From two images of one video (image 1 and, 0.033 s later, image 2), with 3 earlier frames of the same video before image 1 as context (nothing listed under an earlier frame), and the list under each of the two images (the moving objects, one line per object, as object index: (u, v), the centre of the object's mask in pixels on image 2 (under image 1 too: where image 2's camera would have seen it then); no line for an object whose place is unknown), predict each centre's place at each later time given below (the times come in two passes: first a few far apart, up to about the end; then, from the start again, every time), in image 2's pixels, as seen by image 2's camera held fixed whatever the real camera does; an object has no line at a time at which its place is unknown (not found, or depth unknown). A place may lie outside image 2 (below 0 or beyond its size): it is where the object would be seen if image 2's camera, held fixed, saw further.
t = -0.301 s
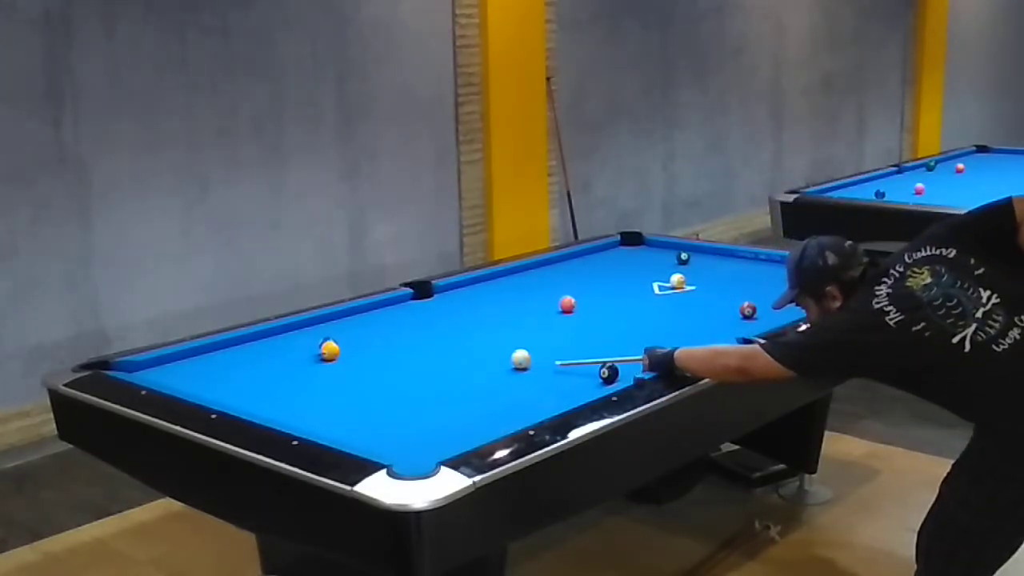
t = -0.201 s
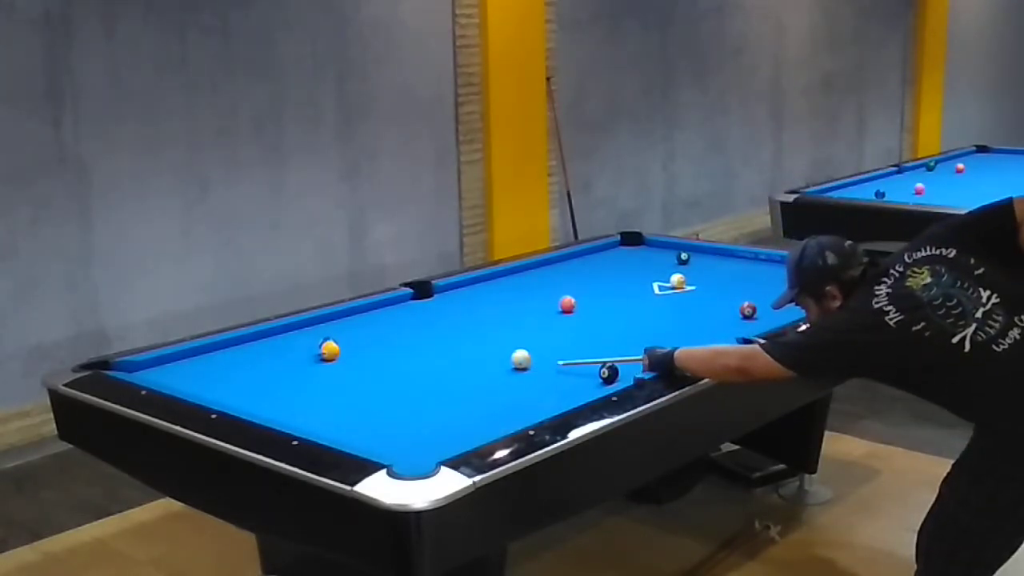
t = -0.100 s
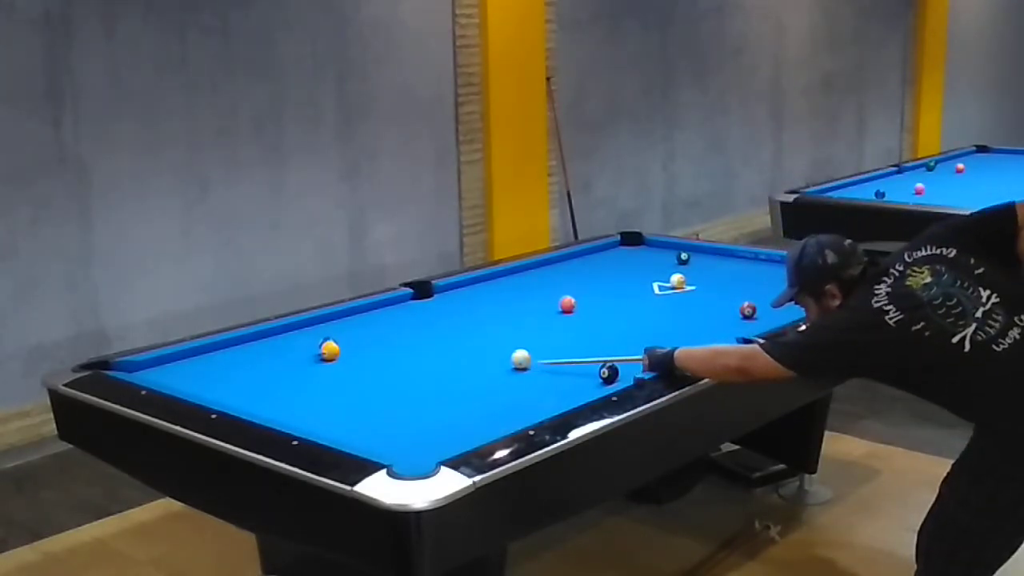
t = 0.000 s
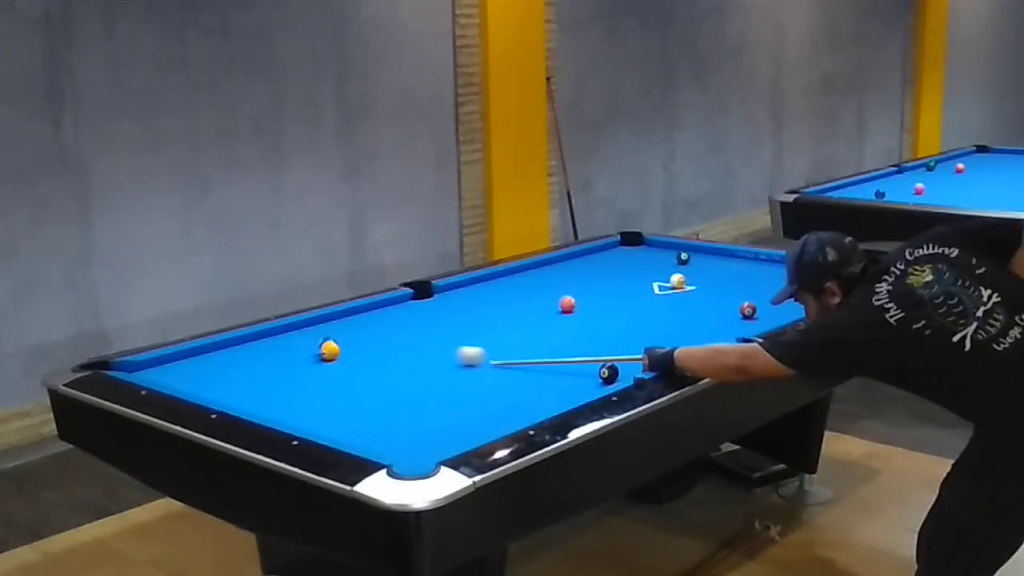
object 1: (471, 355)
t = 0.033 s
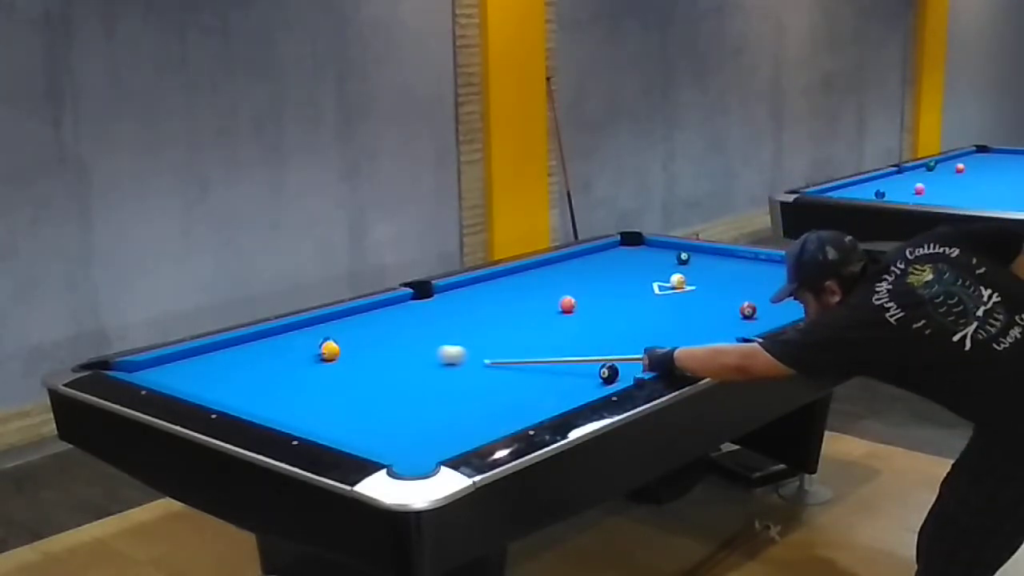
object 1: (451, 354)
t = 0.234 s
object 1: (356, 348)
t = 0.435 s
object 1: (352, 341)
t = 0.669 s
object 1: (361, 333)
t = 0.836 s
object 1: (366, 328)
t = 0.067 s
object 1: (433, 353)
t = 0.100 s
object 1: (416, 352)
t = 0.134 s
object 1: (400, 351)
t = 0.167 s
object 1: (385, 350)
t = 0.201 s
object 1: (370, 349)
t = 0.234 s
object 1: (356, 348)
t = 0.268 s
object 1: (347, 347)
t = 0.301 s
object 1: (346, 346)
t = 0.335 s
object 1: (348, 344)
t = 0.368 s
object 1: (349, 343)
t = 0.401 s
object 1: (351, 342)
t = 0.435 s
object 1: (352, 341)
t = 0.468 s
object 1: (353, 340)
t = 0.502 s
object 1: (355, 339)
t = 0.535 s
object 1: (356, 337)
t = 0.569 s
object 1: (357, 336)
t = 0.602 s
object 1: (358, 335)
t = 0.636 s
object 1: (359, 334)
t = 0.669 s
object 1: (361, 333)
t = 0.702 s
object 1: (362, 332)
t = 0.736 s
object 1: (363, 331)
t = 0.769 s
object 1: (364, 330)
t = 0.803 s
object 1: (365, 329)
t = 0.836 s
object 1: (366, 328)
